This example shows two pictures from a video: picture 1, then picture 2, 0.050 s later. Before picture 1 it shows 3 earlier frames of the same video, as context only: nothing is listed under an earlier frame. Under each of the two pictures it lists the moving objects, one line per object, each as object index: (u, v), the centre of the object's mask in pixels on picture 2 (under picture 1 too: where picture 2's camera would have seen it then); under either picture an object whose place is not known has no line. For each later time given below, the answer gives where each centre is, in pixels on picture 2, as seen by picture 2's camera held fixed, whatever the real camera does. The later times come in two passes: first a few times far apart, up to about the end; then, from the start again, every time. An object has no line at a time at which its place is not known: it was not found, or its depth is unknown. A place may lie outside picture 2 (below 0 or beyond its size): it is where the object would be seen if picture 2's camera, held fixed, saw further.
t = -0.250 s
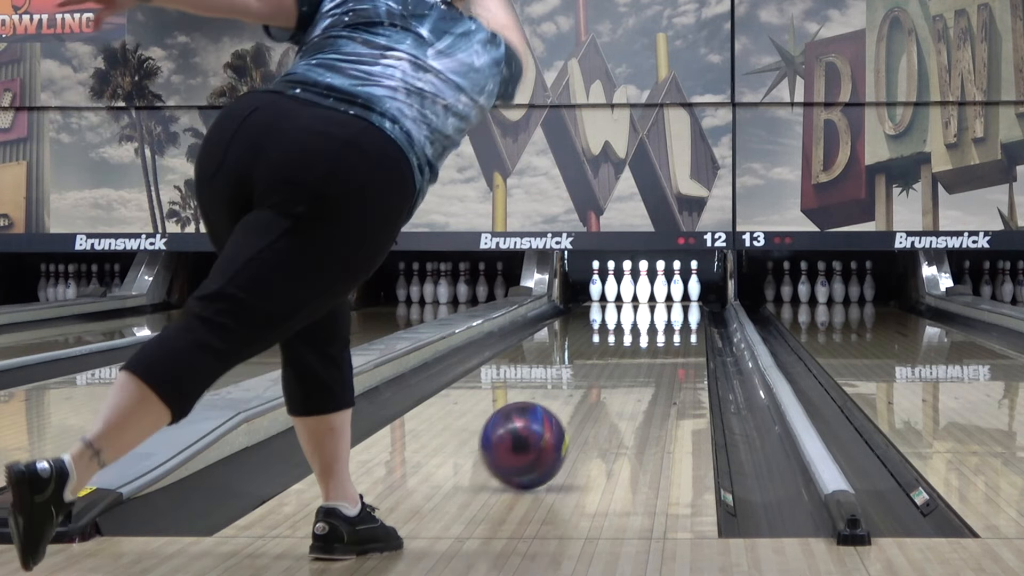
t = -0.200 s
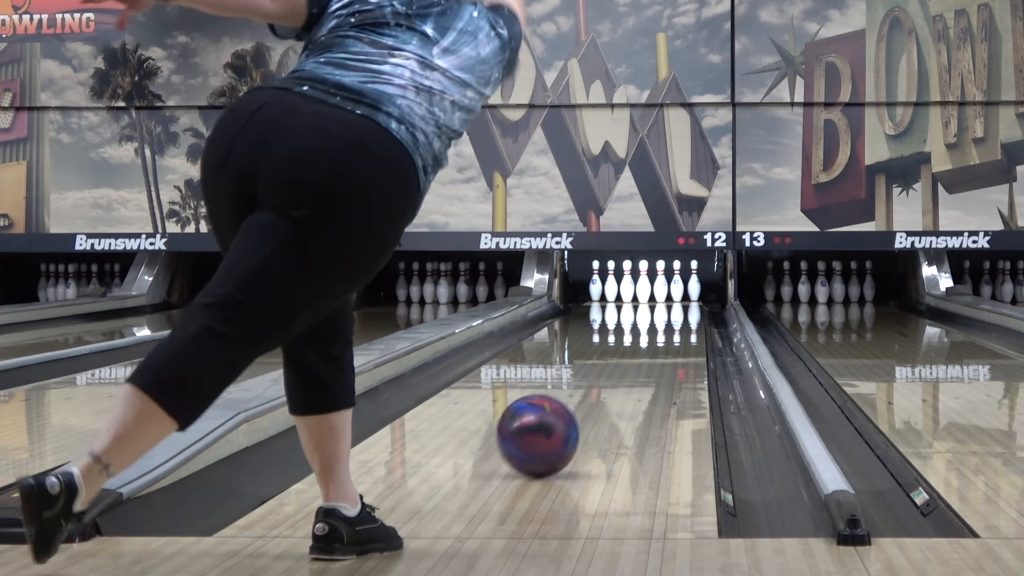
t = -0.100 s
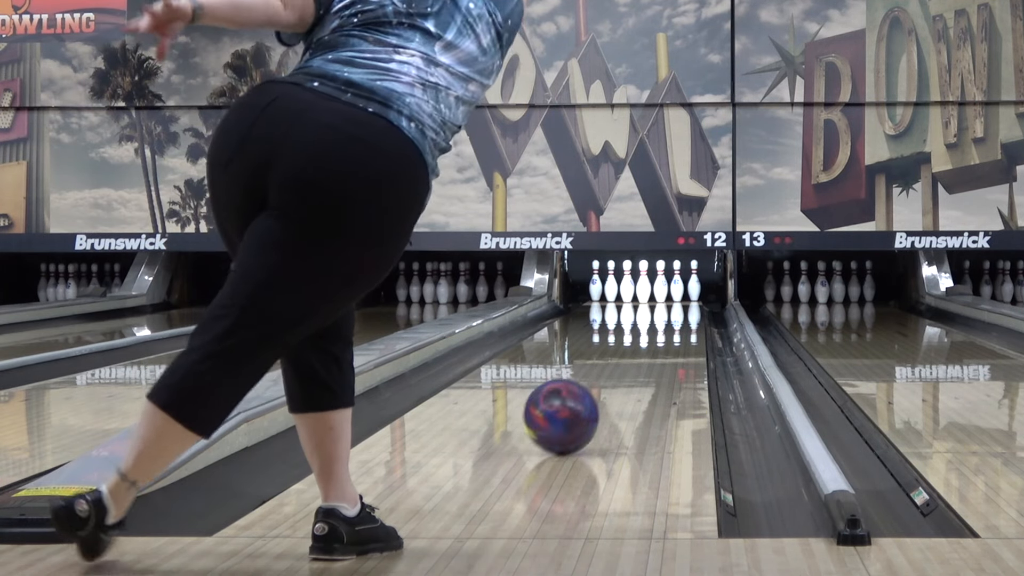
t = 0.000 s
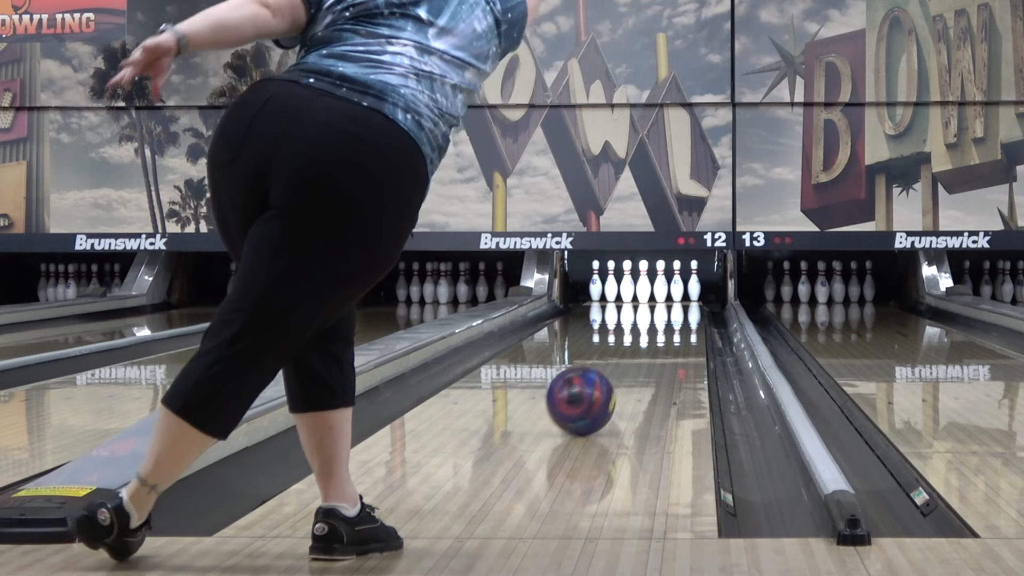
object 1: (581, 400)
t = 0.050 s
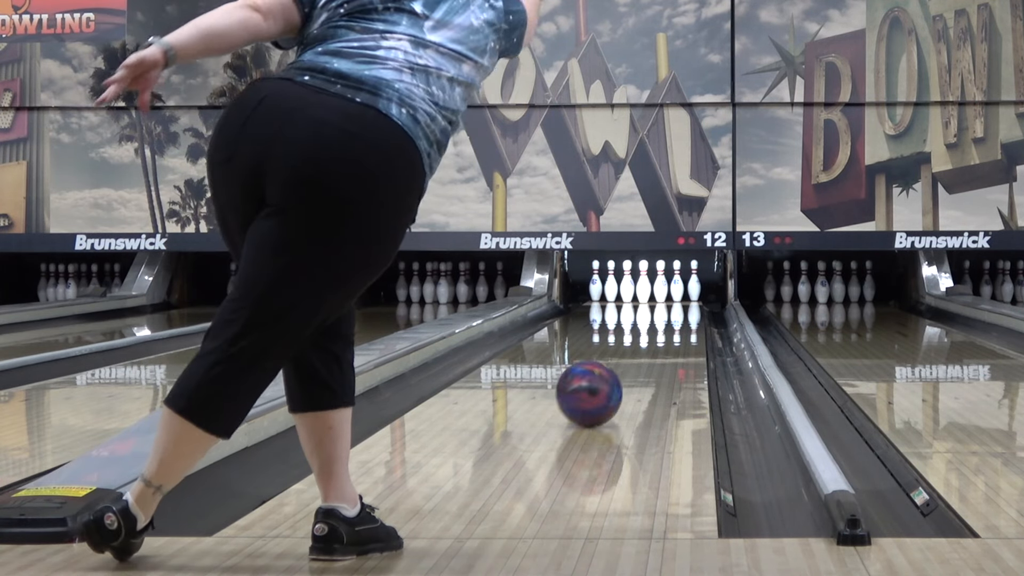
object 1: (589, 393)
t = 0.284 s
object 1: (620, 368)
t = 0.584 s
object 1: (645, 345)
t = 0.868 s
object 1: (662, 329)
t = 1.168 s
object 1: (673, 318)
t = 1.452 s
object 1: (680, 310)
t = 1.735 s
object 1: (681, 303)
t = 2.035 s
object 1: (673, 298)
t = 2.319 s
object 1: (659, 294)
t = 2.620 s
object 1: (651, 291)
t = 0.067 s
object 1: (592, 391)
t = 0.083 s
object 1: (594, 389)
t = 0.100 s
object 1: (597, 387)
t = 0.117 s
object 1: (599, 385)
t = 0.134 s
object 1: (601, 383)
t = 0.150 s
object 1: (603, 381)
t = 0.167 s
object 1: (605, 380)
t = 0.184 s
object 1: (608, 378)
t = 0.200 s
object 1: (610, 376)
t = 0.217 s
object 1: (612, 374)
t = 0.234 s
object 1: (614, 373)
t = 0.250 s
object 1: (616, 371)
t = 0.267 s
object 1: (618, 369)
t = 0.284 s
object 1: (620, 368)
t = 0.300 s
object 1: (621, 366)
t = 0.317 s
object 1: (623, 365)
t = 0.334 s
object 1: (624, 363)
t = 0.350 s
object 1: (626, 362)
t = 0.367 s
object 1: (628, 361)
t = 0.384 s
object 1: (629, 359)
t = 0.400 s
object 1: (631, 358)
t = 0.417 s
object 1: (632, 357)
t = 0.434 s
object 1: (634, 355)
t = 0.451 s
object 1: (635, 354)
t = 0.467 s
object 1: (636, 353)
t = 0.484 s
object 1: (638, 352)
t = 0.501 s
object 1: (639, 350)
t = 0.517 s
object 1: (640, 349)
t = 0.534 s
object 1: (642, 348)
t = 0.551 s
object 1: (643, 347)
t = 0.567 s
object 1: (644, 346)
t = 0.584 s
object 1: (645, 345)
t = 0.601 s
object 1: (646, 344)
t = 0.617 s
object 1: (648, 343)
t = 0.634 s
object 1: (649, 342)
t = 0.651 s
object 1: (650, 341)
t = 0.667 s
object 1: (651, 340)
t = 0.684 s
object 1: (652, 339)
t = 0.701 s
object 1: (653, 338)
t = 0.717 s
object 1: (653, 337)
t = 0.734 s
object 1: (654, 336)
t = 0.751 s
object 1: (656, 335)
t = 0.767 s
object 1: (656, 334)
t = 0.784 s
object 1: (658, 333)
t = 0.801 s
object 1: (658, 333)
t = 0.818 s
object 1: (659, 332)
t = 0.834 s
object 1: (660, 331)
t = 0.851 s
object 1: (661, 330)
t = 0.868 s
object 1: (662, 329)
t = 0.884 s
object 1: (663, 328)
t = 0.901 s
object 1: (663, 328)
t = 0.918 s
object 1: (664, 327)
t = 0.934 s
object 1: (665, 326)
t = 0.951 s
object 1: (665, 326)
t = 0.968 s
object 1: (666, 325)
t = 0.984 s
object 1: (667, 324)
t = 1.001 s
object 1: (667, 324)
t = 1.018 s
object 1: (668, 323)
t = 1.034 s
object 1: (669, 322)
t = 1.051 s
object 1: (669, 322)
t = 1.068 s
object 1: (669, 321)
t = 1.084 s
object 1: (670, 320)
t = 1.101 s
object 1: (671, 320)
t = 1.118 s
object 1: (671, 319)
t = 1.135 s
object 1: (672, 319)
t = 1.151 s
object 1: (673, 318)
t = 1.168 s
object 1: (673, 318)
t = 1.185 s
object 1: (674, 317)
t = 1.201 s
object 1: (674, 317)
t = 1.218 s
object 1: (675, 316)
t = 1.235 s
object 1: (675, 316)
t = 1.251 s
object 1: (676, 315)
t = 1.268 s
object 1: (676, 314)
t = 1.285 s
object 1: (677, 313)
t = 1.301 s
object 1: (677, 313)
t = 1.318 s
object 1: (677, 313)
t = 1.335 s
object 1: (678, 312)
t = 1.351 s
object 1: (678, 311)
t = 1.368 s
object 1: (678, 311)
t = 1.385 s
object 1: (679, 311)
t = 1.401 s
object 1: (679, 310)
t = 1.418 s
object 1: (679, 310)
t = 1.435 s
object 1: (679, 310)
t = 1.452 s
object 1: (680, 310)
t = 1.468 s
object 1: (680, 309)
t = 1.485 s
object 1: (680, 309)
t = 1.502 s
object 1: (680, 308)
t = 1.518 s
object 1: (681, 308)
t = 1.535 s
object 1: (681, 307)
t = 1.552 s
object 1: (681, 307)
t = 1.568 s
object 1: (681, 307)
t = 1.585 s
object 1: (681, 306)
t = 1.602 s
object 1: (681, 306)
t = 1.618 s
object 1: (681, 305)
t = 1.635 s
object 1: (681, 305)
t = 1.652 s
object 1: (681, 305)
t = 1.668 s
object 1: (681, 304)
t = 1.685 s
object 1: (681, 304)
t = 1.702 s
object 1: (681, 304)
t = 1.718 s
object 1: (681, 303)
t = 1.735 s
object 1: (681, 303)
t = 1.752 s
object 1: (681, 303)
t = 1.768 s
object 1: (680, 302)
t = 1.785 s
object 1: (680, 302)
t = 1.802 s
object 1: (680, 302)
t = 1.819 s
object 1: (680, 302)
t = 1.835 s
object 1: (680, 301)
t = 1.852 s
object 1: (679, 301)
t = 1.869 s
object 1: (679, 301)
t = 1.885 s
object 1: (678, 300)
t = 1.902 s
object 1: (678, 300)
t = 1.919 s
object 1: (677, 300)
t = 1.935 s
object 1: (677, 299)
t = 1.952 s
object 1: (676, 299)
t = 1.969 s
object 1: (676, 299)
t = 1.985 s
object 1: (675, 299)
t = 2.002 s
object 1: (674, 298)
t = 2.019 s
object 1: (674, 298)
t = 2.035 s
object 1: (673, 298)
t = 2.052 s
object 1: (672, 298)
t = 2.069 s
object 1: (671, 297)
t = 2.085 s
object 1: (671, 297)
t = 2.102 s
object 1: (670, 297)
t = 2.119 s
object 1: (669, 296)
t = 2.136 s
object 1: (668, 296)
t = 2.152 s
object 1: (667, 296)
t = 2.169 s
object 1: (666, 296)
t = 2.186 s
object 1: (665, 296)
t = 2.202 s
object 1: (664, 295)
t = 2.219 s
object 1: (664, 295)
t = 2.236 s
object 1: (663, 295)
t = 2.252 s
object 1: (662, 295)
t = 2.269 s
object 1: (661, 294)
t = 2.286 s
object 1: (660, 294)
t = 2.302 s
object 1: (660, 294)
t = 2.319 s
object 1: (659, 294)
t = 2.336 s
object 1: (658, 293)
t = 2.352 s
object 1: (657, 293)
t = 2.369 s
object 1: (657, 293)
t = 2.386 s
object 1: (656, 293)
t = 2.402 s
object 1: (655, 293)
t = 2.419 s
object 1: (654, 292)
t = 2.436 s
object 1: (653, 292)
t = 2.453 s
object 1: (652, 292)
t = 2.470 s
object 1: (652, 292)
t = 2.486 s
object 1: (652, 291)
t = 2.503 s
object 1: (652, 291)
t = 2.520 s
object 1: (653, 291)
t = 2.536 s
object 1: (653, 291)
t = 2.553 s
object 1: (653, 291)
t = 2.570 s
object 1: (652, 291)
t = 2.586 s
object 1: (652, 291)
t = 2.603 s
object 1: (651, 291)
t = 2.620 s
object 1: (651, 291)
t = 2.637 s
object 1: (651, 290)
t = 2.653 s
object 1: (651, 290)
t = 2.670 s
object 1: (651, 290)
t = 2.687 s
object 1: (651, 290)
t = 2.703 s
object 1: (651, 290)
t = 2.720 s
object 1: (650, 290)
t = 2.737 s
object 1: (650, 290)
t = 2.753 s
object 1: (650, 289)
